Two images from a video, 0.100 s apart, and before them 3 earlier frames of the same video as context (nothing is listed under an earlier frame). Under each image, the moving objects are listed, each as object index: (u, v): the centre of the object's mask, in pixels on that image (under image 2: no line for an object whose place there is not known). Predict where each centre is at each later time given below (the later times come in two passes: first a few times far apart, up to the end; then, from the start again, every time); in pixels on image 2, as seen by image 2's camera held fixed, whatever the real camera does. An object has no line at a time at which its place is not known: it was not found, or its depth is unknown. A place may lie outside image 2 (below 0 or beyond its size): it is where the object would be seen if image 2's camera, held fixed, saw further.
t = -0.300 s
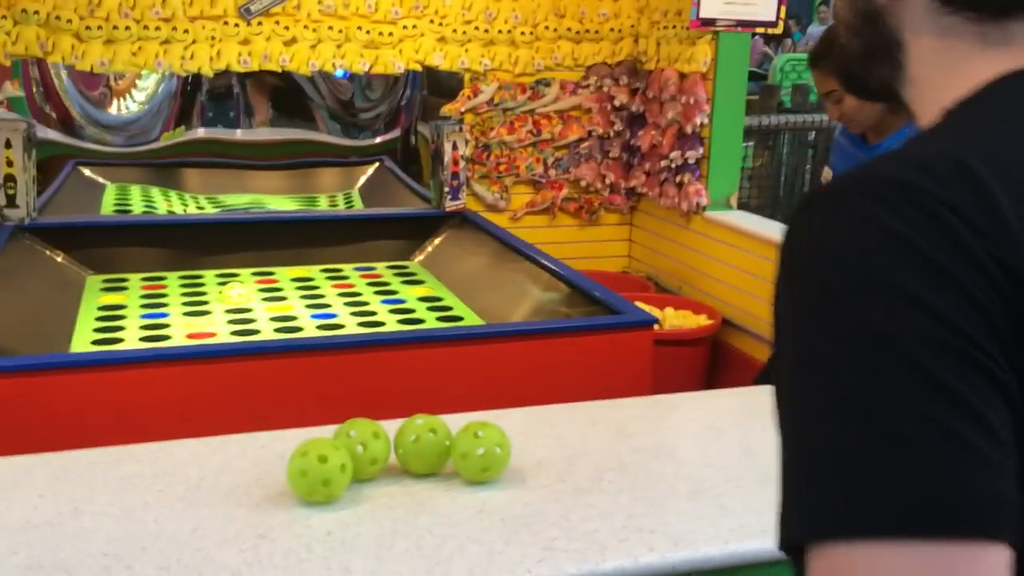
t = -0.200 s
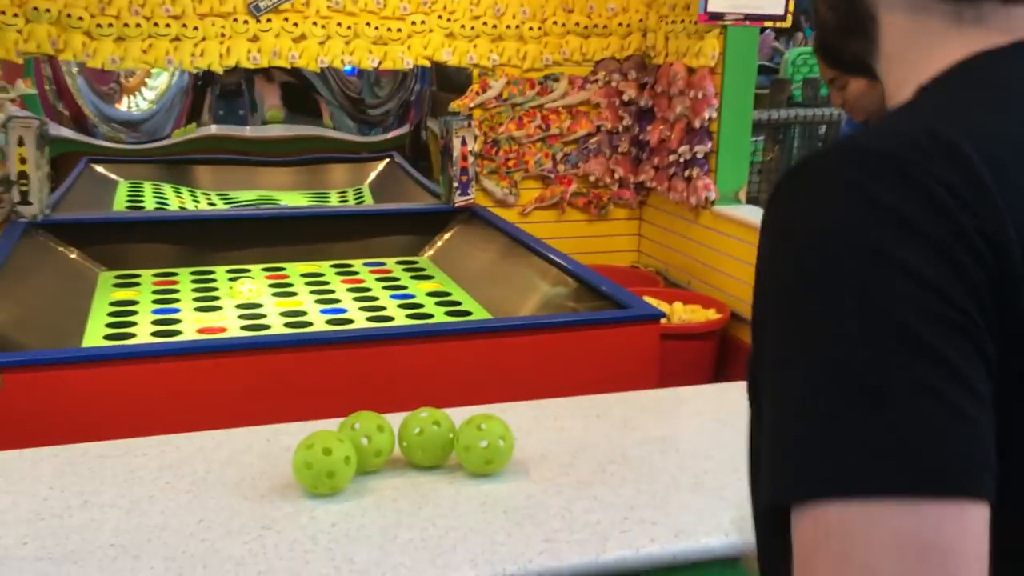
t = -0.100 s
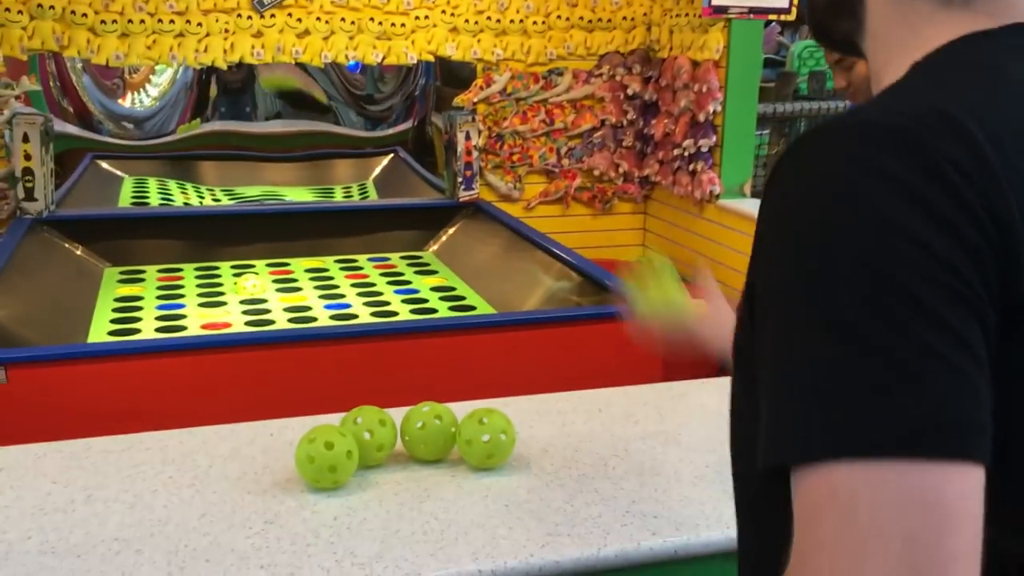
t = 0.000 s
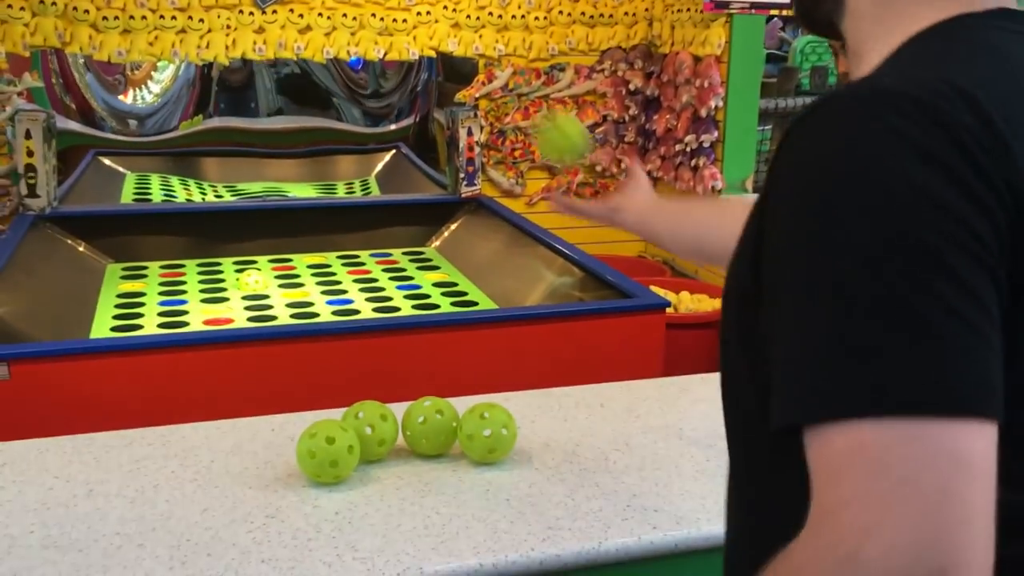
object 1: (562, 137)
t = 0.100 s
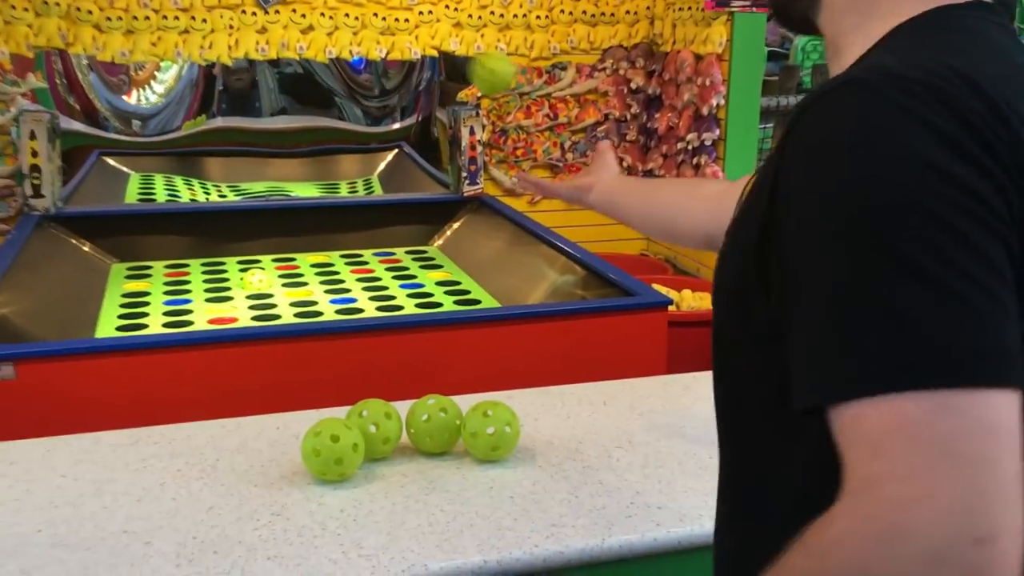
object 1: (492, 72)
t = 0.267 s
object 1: (415, 87)
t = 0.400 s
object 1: (374, 159)
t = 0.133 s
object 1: (473, 67)
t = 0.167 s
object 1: (458, 67)
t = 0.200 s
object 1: (442, 70)
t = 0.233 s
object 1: (428, 77)
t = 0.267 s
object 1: (415, 87)
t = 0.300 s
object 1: (403, 101)
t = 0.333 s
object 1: (393, 119)
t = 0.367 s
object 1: (383, 137)
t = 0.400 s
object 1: (374, 159)
